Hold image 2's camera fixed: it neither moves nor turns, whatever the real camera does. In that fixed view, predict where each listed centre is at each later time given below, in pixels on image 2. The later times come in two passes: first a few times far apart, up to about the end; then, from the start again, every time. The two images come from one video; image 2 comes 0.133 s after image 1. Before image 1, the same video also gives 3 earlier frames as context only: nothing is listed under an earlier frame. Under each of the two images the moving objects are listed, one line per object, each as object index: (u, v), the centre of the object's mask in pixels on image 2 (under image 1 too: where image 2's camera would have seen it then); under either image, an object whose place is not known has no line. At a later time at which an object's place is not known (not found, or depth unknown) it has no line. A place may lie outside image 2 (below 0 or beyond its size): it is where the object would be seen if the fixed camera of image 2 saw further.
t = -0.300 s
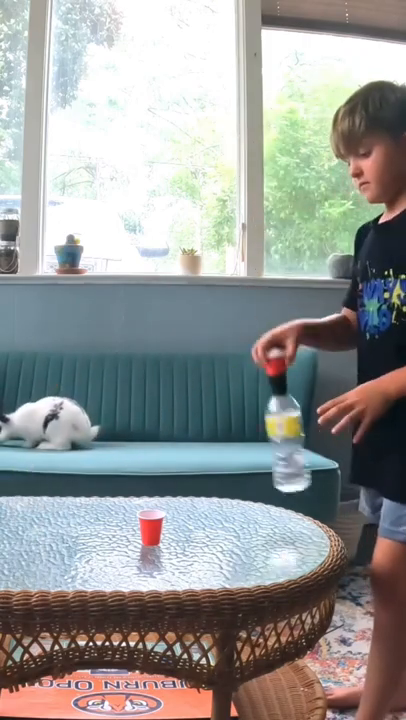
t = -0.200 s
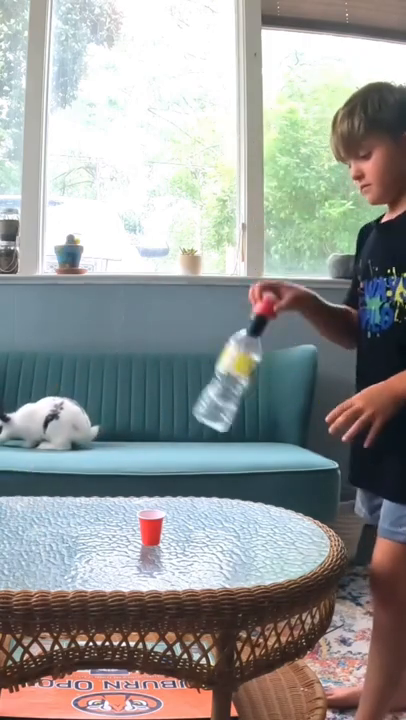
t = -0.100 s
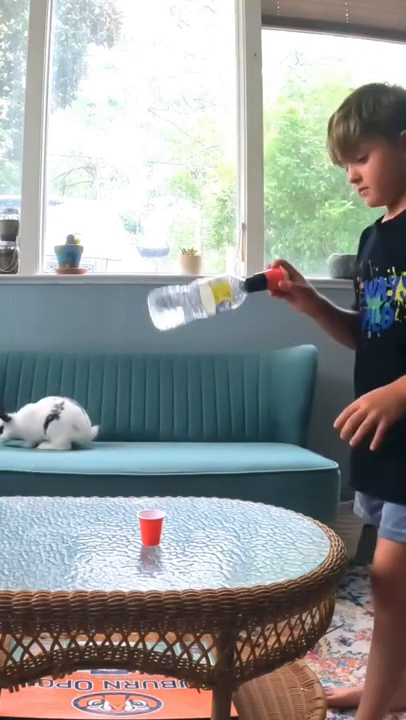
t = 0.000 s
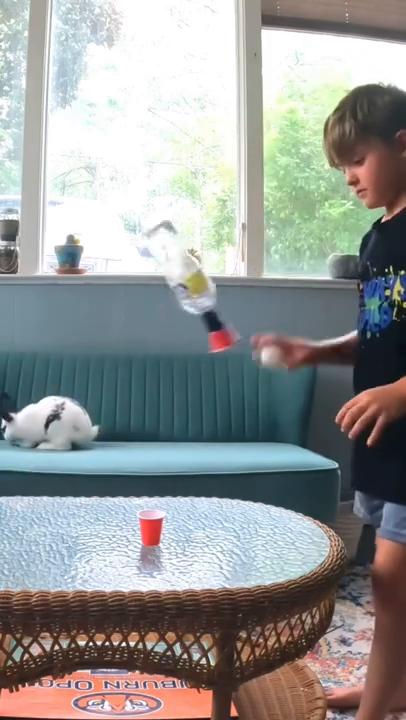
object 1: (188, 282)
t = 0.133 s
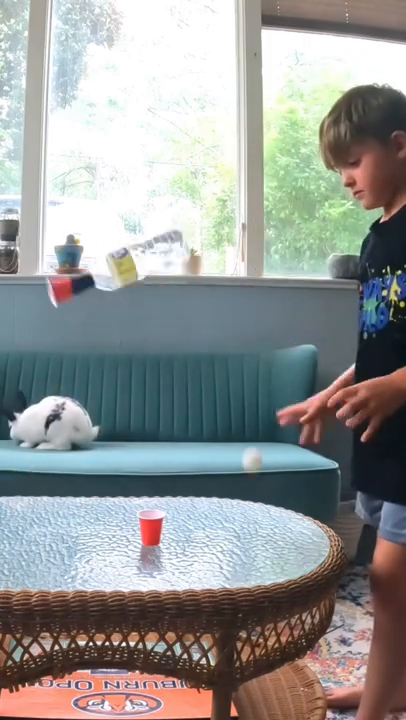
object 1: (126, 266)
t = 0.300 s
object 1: (139, 369)
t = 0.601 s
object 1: (185, 464)
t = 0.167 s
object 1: (125, 267)
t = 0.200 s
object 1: (127, 280)
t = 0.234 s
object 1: (131, 302)
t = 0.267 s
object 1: (136, 334)
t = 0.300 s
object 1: (139, 369)
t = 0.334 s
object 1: (143, 413)
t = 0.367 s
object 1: (147, 456)
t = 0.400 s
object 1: (153, 455)
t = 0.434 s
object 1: (156, 456)
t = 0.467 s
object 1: (160, 457)
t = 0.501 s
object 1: (164, 458)
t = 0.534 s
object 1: (171, 459)
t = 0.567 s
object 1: (177, 461)
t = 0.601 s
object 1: (185, 464)
